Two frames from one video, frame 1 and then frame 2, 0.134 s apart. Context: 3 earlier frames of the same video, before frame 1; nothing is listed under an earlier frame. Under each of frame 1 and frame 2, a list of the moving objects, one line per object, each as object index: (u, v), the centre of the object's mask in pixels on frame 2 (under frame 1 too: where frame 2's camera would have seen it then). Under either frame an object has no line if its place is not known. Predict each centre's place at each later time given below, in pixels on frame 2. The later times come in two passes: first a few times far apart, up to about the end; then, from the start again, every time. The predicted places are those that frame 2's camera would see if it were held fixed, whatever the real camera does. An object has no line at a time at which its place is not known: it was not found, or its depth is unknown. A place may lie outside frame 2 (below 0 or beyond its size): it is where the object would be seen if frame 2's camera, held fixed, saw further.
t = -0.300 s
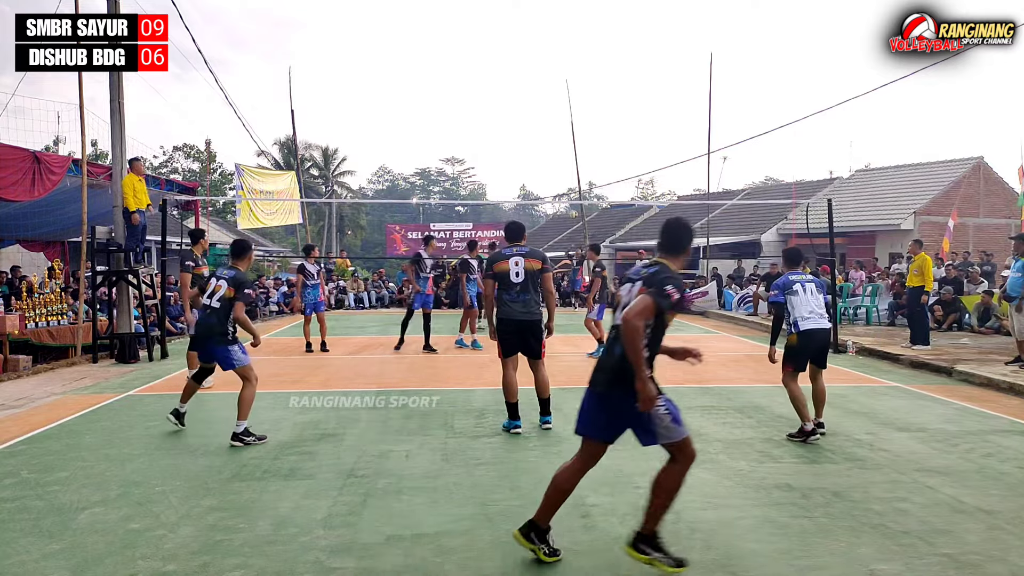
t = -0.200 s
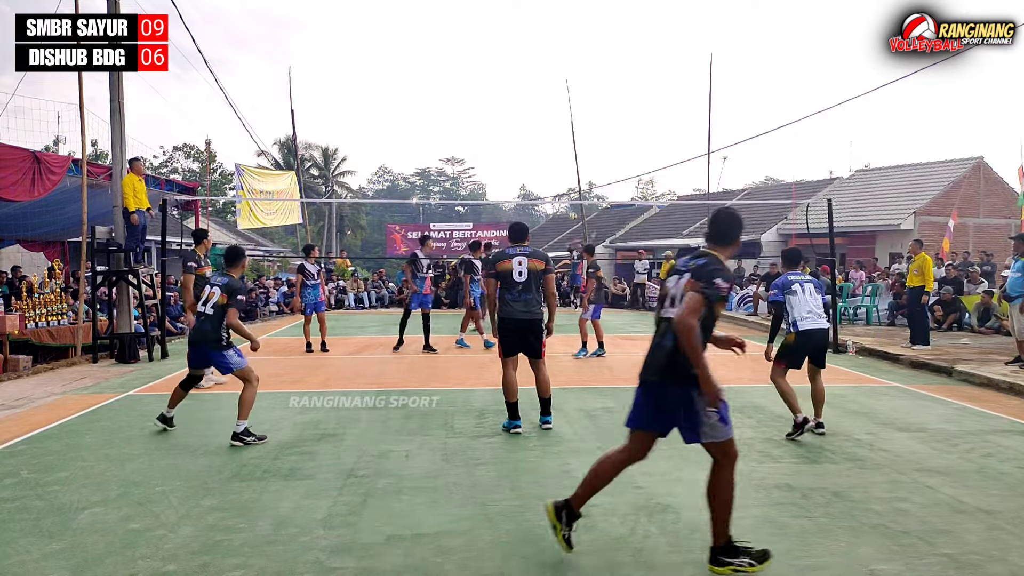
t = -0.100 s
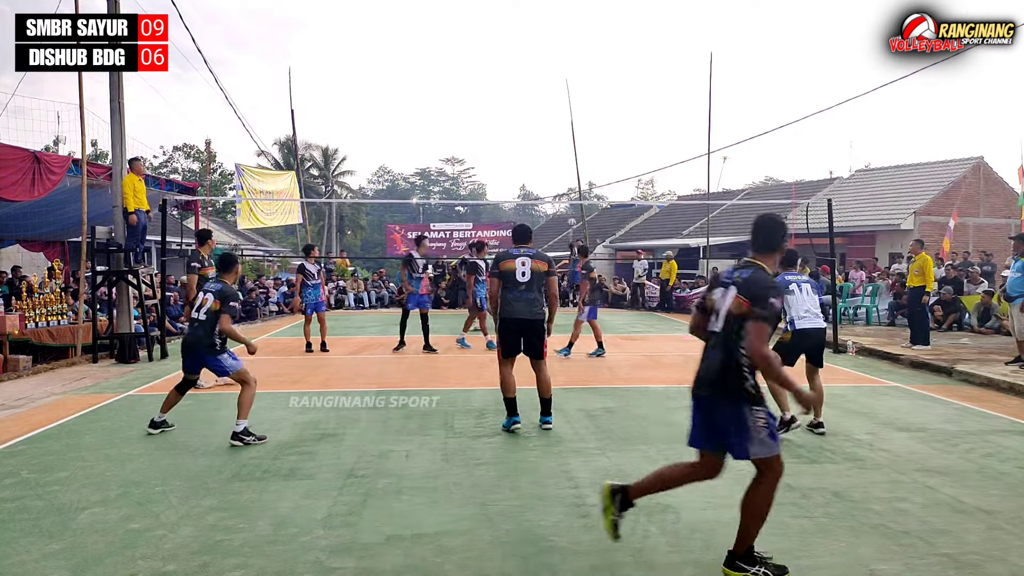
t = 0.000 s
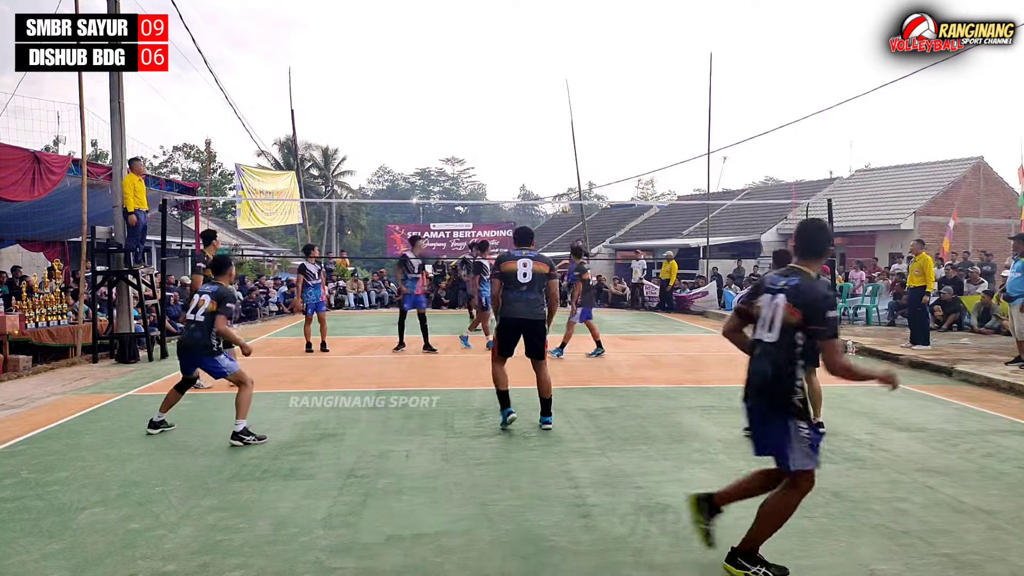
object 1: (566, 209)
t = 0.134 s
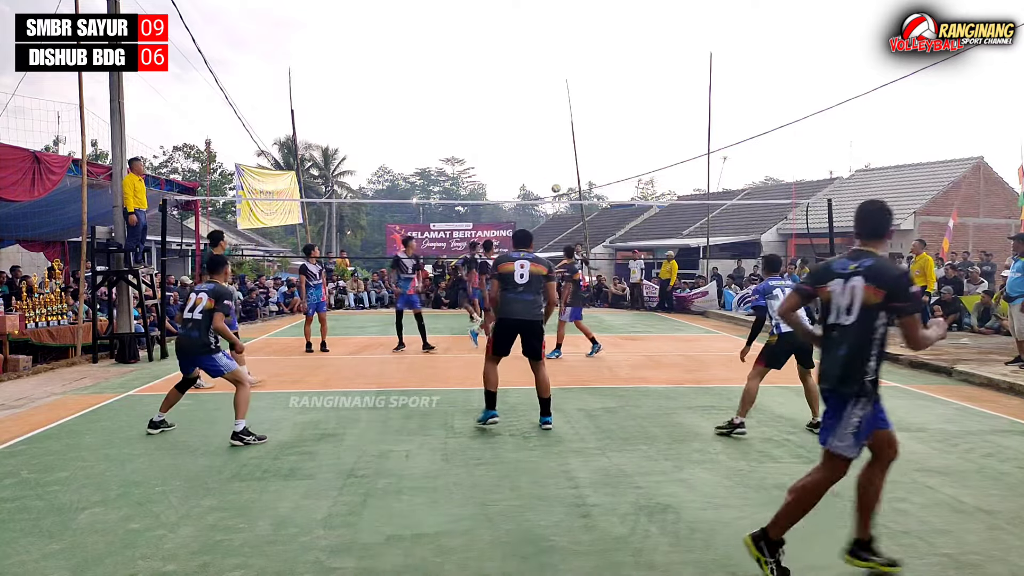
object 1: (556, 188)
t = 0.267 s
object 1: (546, 173)
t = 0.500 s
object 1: (531, 160)
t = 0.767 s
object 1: (509, 175)
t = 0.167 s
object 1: (553, 184)
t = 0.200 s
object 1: (551, 180)
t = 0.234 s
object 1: (549, 176)
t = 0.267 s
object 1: (546, 173)
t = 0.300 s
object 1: (544, 169)
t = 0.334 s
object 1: (542, 167)
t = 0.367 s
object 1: (540, 164)
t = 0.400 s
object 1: (538, 163)
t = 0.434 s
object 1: (536, 161)
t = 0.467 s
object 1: (533, 160)
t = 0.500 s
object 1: (531, 160)
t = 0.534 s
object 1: (529, 160)
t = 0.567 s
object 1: (527, 160)
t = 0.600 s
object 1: (524, 161)
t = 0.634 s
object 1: (522, 163)
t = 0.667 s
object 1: (519, 165)
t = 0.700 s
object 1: (516, 167)
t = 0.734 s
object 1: (512, 170)
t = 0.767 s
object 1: (509, 175)
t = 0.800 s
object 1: (505, 180)
